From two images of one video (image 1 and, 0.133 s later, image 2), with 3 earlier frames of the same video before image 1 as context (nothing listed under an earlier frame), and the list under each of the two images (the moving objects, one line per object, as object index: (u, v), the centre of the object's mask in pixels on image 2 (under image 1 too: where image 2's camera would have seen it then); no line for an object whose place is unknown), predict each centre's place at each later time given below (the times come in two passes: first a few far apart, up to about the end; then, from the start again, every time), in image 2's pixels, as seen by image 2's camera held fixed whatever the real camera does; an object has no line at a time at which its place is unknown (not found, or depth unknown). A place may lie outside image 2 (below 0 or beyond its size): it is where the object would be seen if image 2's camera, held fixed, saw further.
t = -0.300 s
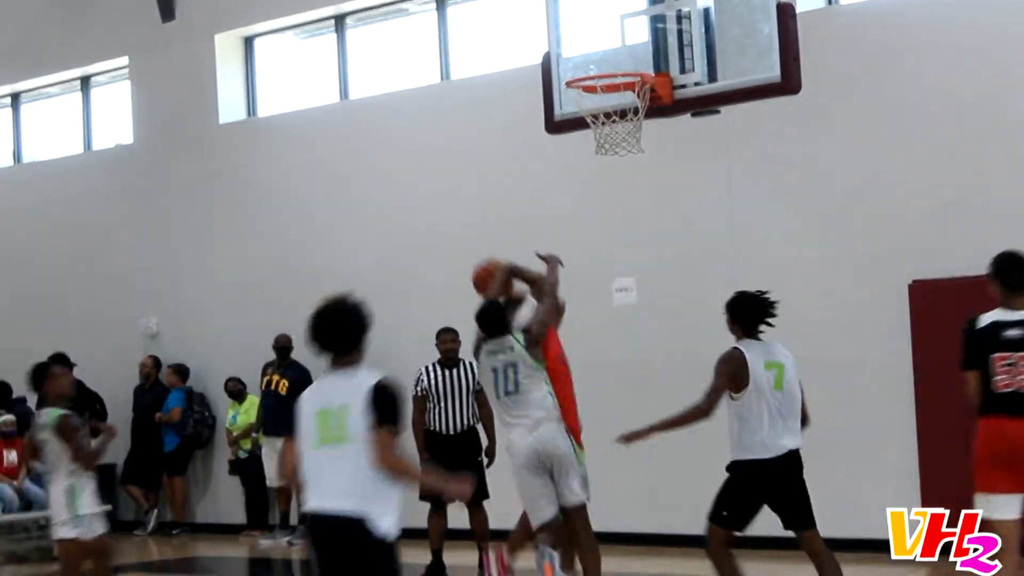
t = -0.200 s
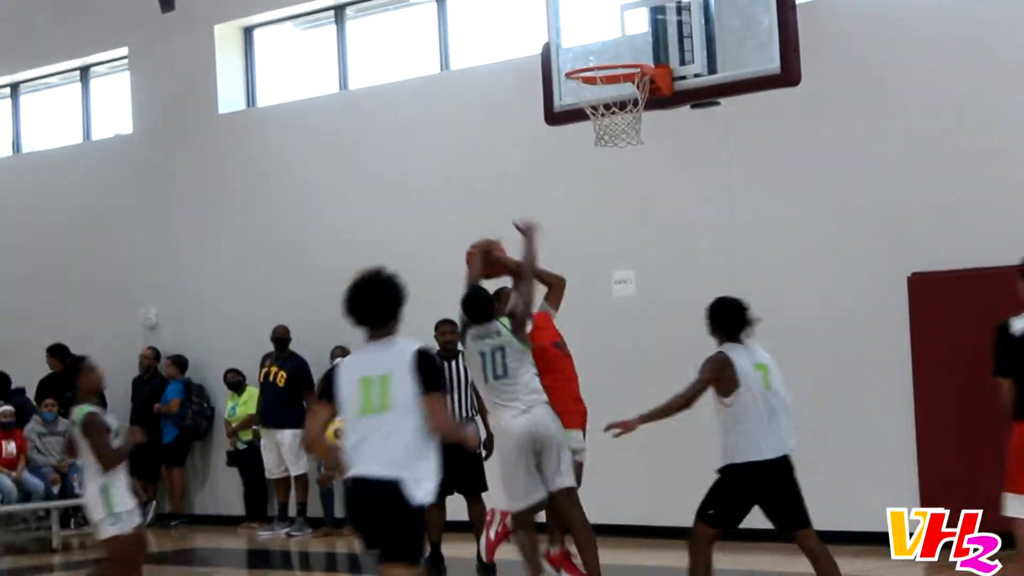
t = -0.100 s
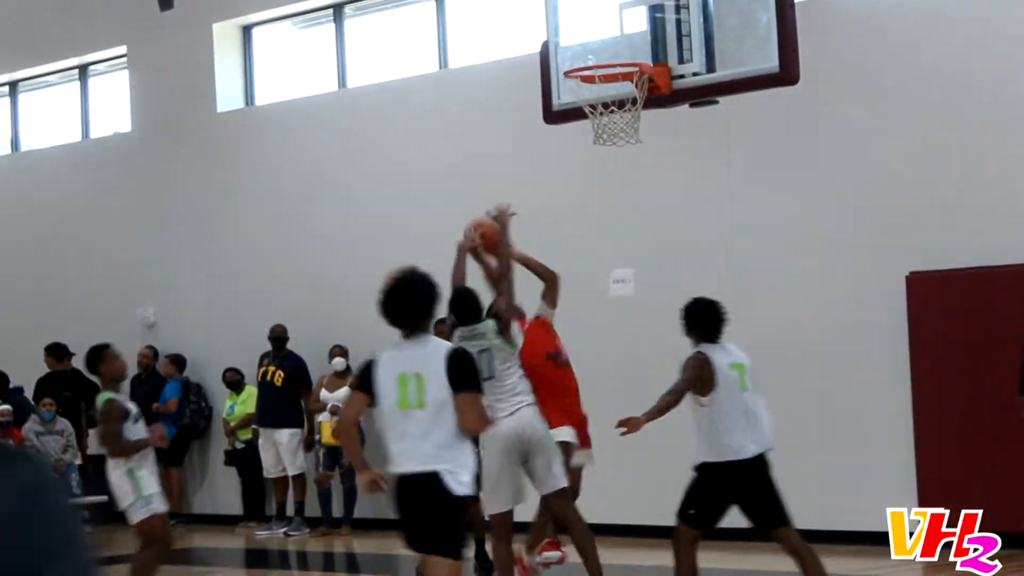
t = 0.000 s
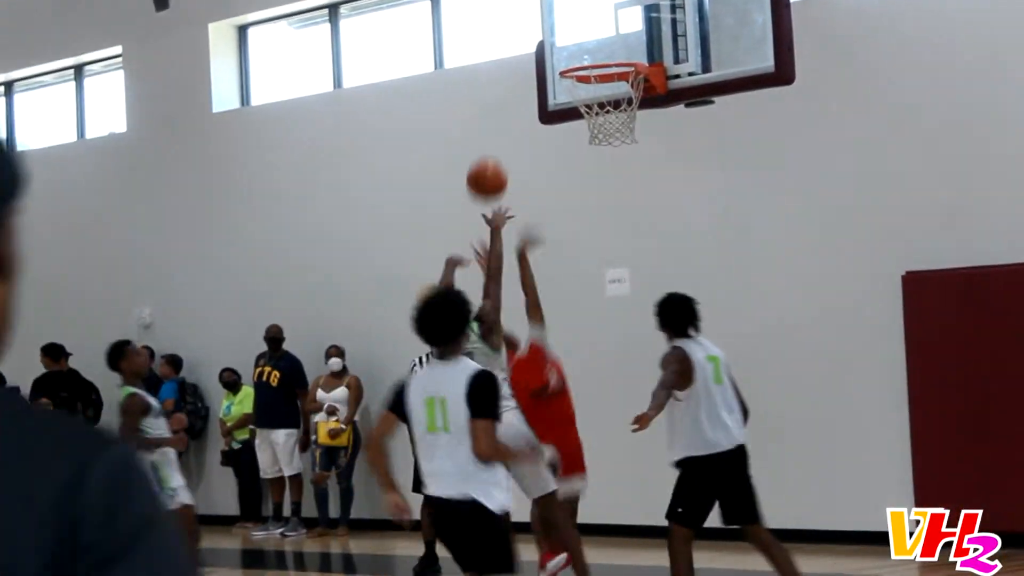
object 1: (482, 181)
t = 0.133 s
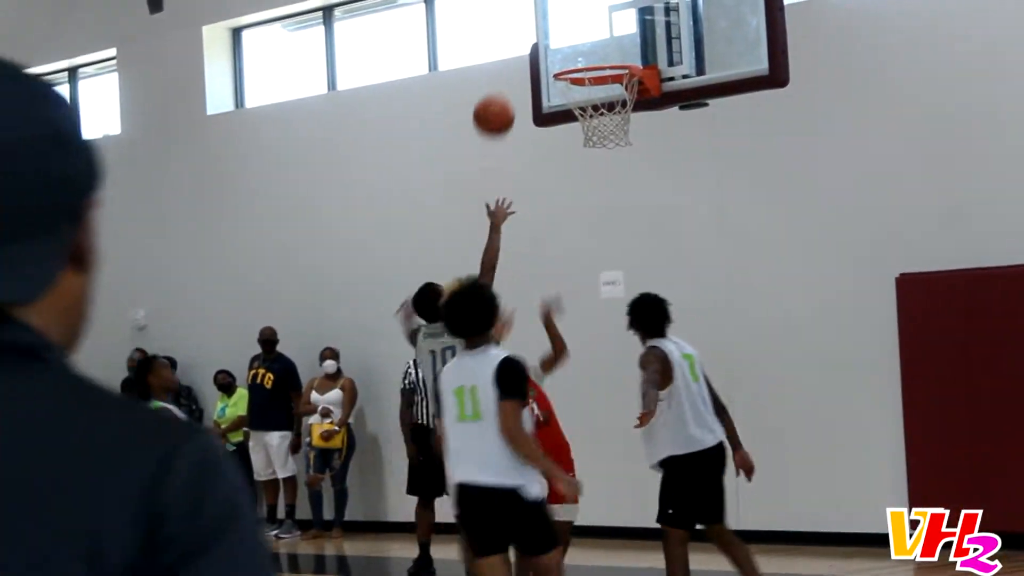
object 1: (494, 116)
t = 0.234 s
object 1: (504, 85)
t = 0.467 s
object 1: (528, 77)
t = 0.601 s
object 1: (510, 110)
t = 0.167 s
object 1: (497, 104)
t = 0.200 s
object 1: (501, 94)
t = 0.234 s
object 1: (504, 85)
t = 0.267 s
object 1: (508, 79)
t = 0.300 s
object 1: (512, 74)
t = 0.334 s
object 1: (516, 71)
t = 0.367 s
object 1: (520, 69)
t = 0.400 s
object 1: (525, 71)
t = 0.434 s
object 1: (529, 74)
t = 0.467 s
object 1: (528, 77)
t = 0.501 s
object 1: (523, 83)
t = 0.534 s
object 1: (518, 90)
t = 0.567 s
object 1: (514, 99)
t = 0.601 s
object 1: (510, 110)
